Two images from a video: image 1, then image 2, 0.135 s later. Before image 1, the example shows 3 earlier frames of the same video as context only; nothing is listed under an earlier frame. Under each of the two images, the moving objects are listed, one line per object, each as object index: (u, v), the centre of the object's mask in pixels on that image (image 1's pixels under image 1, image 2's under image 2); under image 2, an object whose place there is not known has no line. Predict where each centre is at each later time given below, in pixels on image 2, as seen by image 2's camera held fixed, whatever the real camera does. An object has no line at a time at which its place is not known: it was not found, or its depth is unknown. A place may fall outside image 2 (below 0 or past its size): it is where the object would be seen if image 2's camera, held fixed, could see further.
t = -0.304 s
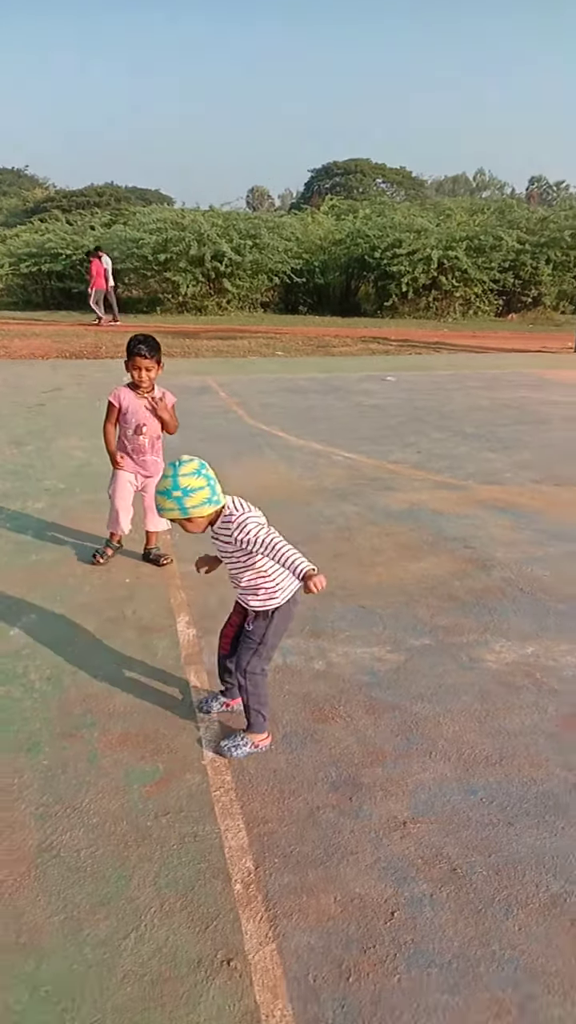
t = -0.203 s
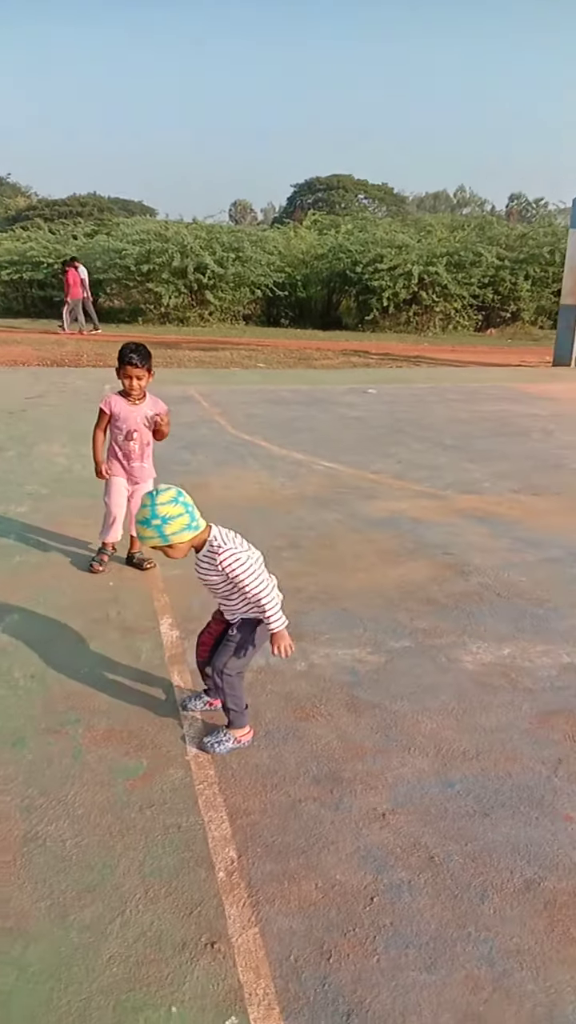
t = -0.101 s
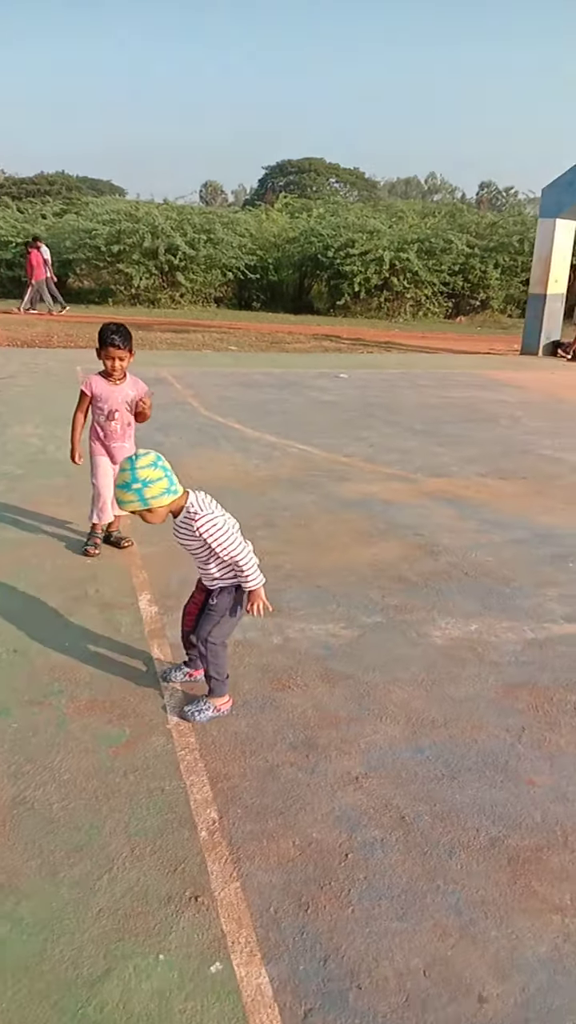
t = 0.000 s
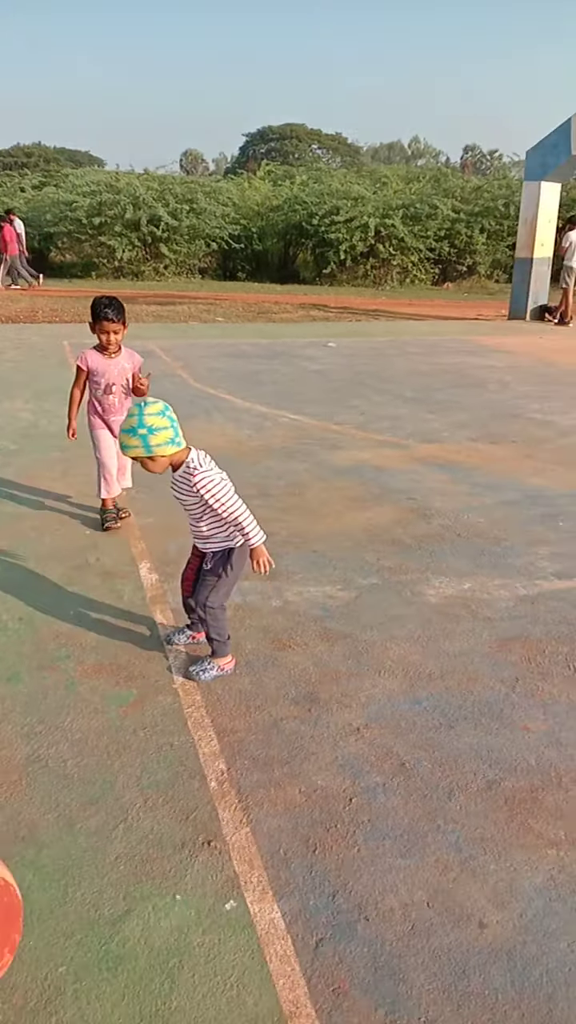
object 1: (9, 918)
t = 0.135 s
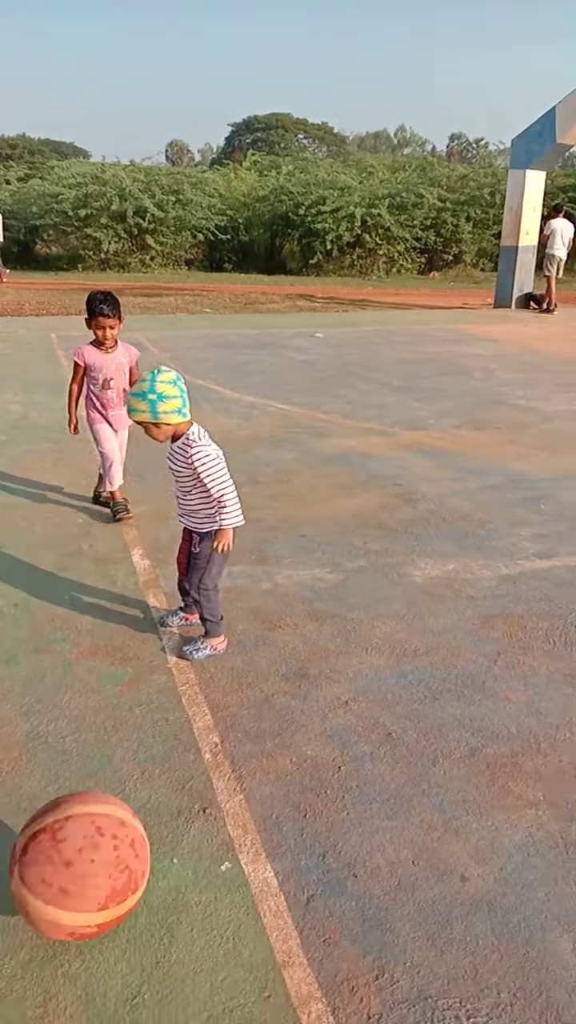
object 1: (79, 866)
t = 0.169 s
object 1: (109, 849)
